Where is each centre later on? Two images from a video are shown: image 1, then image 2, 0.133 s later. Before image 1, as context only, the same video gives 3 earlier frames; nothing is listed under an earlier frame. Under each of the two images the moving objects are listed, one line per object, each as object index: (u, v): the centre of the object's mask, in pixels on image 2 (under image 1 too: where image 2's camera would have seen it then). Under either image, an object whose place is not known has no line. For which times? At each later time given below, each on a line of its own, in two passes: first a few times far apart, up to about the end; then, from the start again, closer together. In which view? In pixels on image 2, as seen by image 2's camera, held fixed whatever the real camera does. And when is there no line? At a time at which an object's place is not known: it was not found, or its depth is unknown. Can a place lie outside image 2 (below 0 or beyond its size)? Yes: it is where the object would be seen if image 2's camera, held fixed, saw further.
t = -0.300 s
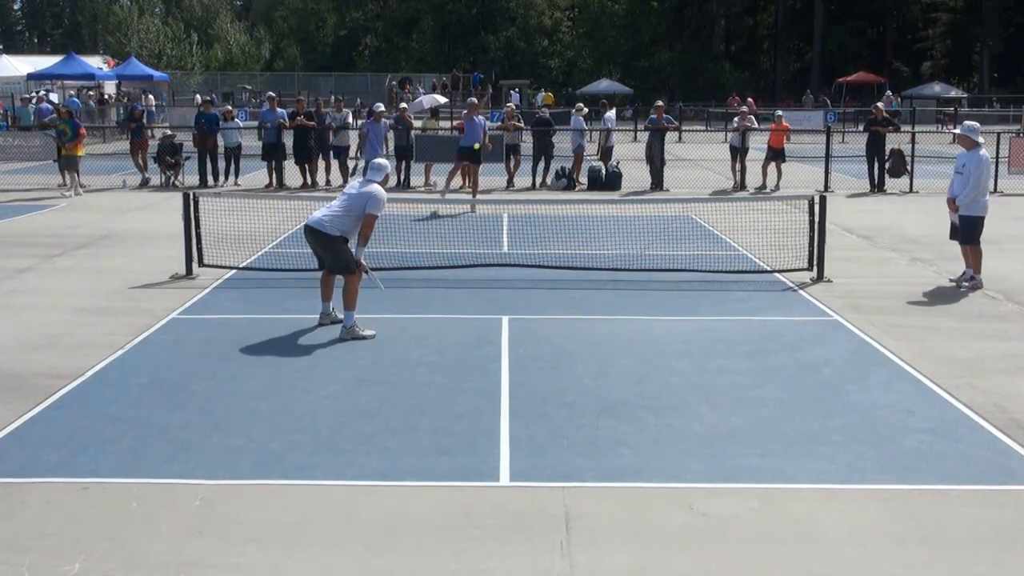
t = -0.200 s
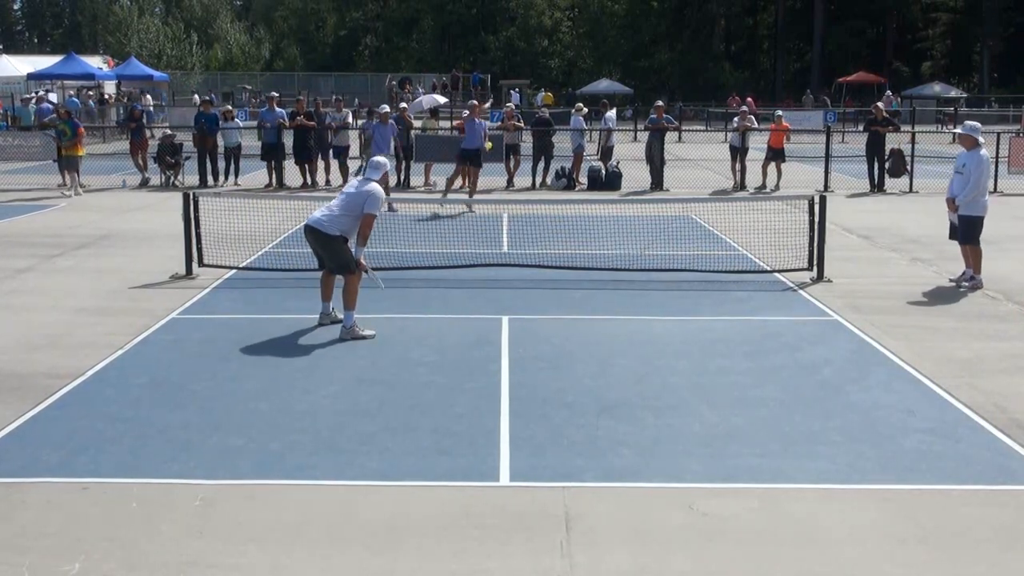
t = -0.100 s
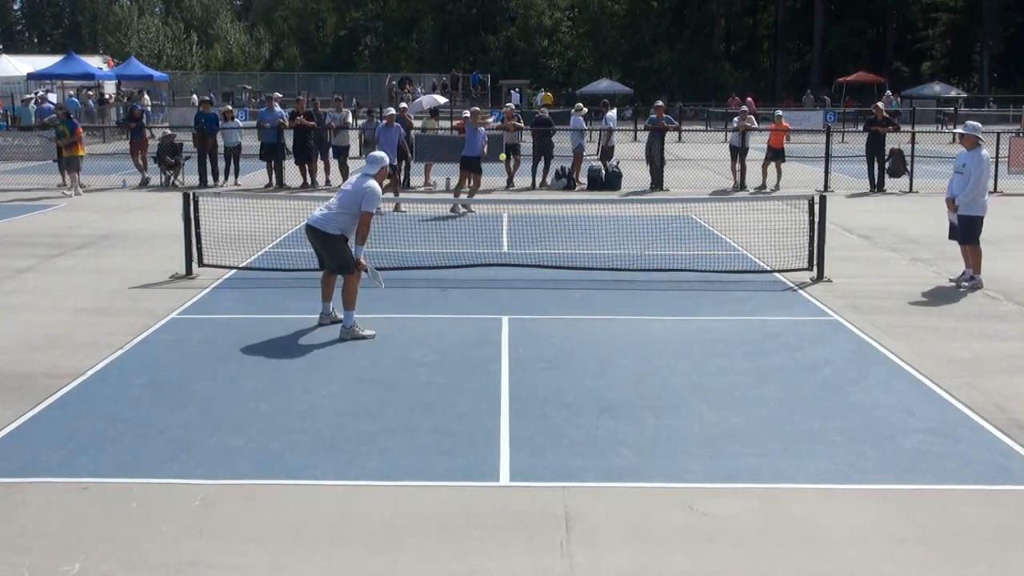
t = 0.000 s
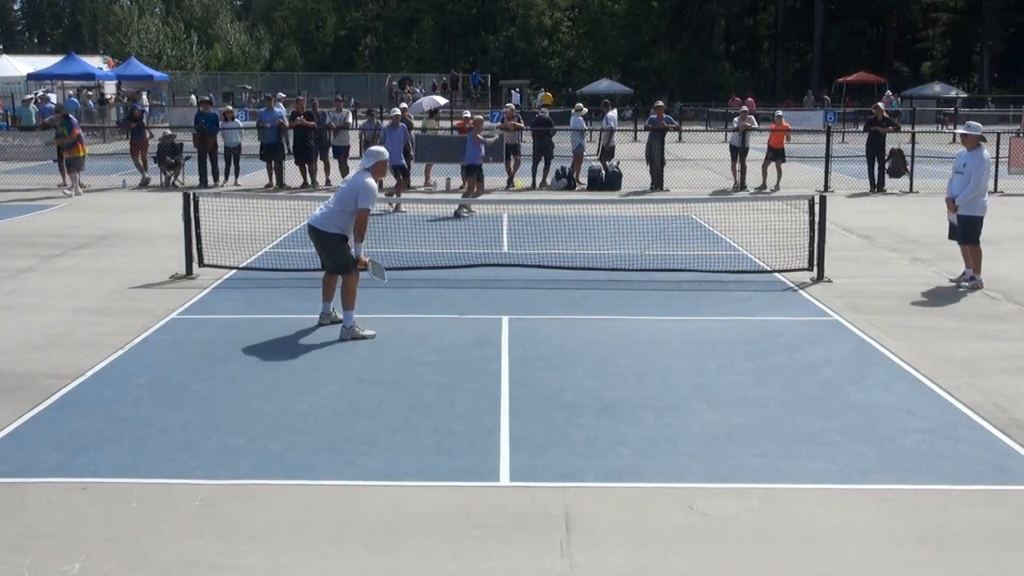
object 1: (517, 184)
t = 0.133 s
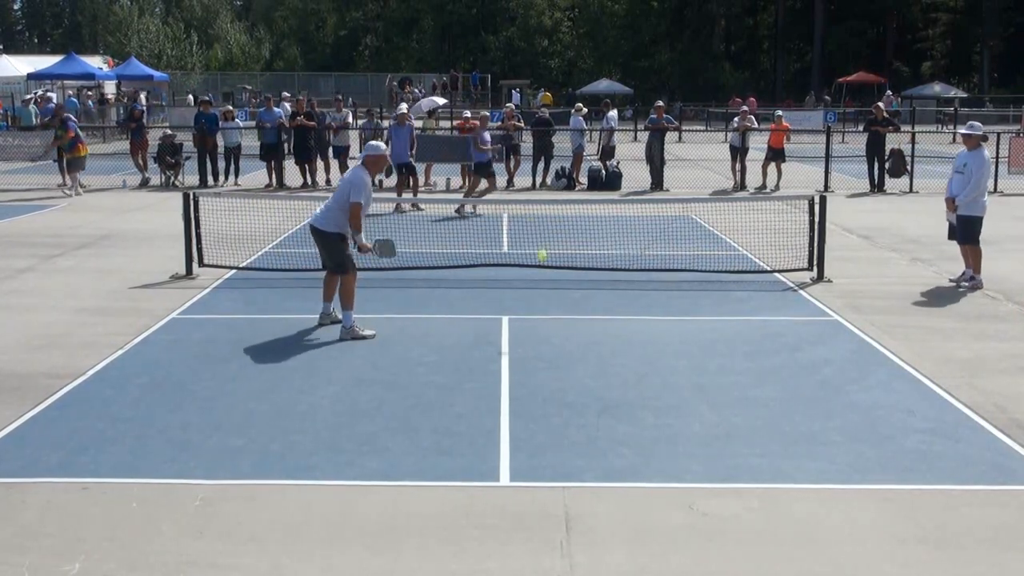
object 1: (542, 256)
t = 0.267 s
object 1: (572, 378)
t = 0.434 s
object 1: (613, 365)
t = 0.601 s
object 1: (674, 389)
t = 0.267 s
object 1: (572, 378)
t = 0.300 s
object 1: (579, 386)
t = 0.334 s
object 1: (587, 378)
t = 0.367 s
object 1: (595, 372)
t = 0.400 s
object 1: (604, 367)
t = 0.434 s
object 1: (613, 365)
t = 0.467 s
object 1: (623, 364)
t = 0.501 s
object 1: (635, 366)
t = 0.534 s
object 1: (647, 371)
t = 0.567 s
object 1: (660, 378)
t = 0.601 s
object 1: (674, 389)
